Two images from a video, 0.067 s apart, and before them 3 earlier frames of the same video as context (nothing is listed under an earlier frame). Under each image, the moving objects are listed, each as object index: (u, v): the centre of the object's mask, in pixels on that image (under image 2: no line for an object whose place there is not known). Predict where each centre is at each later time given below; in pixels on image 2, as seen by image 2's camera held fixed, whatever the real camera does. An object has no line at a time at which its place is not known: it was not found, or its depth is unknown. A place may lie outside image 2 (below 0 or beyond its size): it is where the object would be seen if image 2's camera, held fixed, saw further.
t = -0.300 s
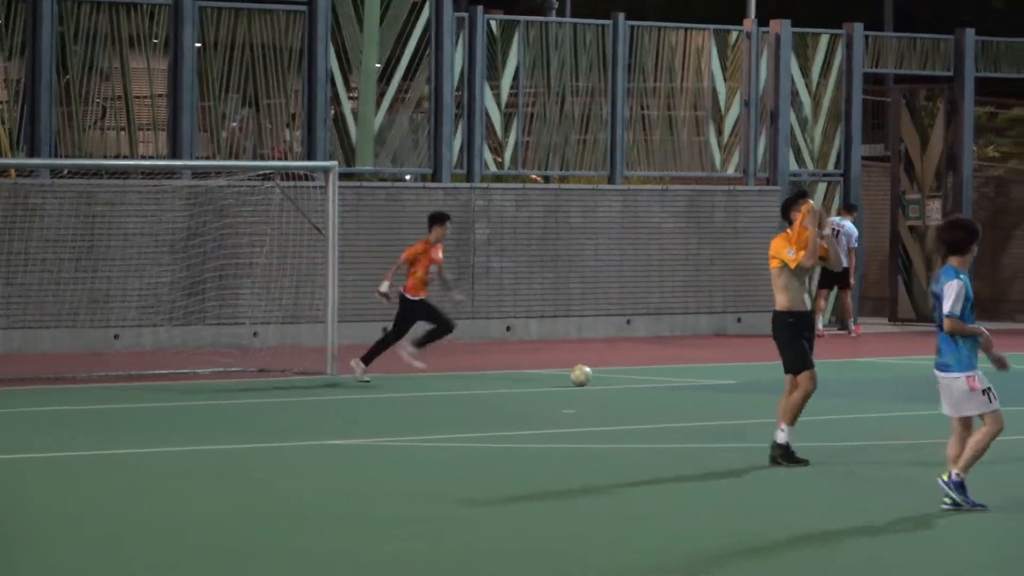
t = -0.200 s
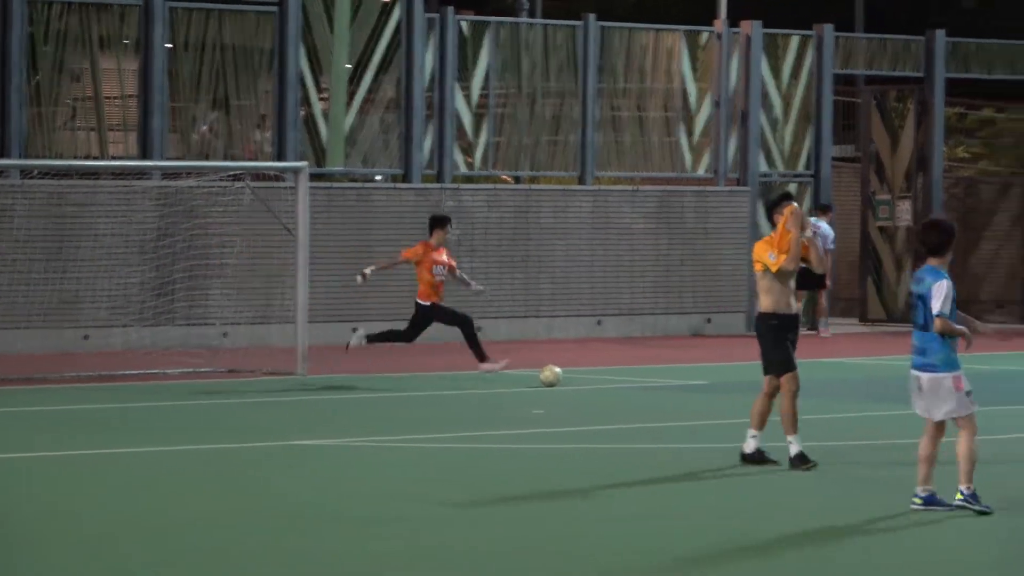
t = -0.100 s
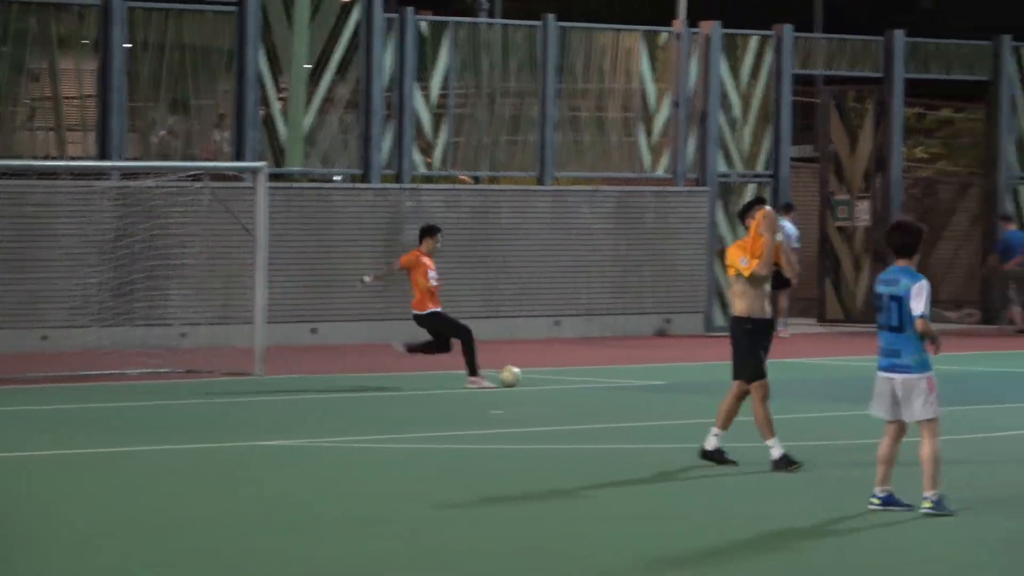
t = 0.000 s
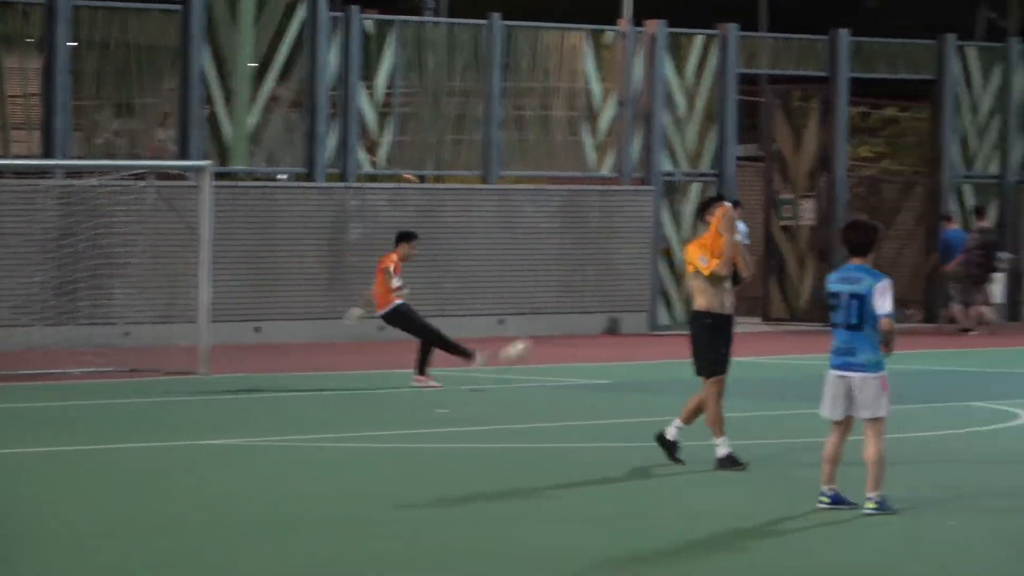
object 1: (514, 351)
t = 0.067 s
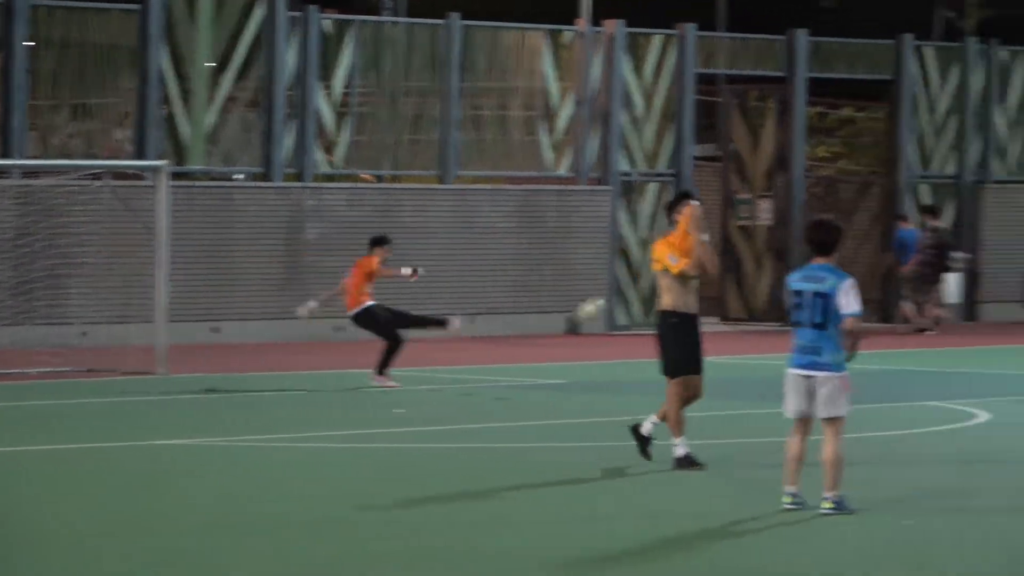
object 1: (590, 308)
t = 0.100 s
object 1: (647, 291)
